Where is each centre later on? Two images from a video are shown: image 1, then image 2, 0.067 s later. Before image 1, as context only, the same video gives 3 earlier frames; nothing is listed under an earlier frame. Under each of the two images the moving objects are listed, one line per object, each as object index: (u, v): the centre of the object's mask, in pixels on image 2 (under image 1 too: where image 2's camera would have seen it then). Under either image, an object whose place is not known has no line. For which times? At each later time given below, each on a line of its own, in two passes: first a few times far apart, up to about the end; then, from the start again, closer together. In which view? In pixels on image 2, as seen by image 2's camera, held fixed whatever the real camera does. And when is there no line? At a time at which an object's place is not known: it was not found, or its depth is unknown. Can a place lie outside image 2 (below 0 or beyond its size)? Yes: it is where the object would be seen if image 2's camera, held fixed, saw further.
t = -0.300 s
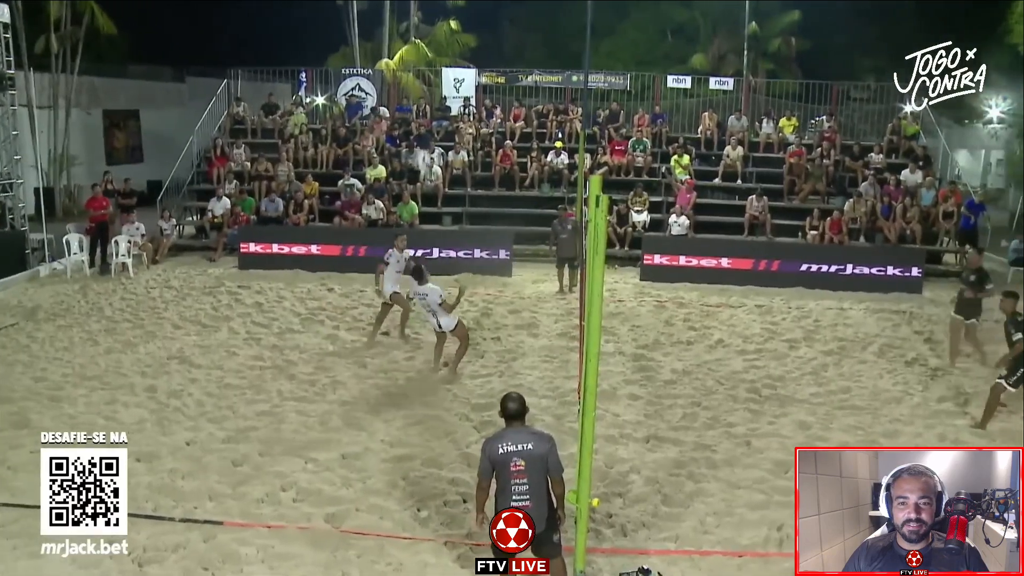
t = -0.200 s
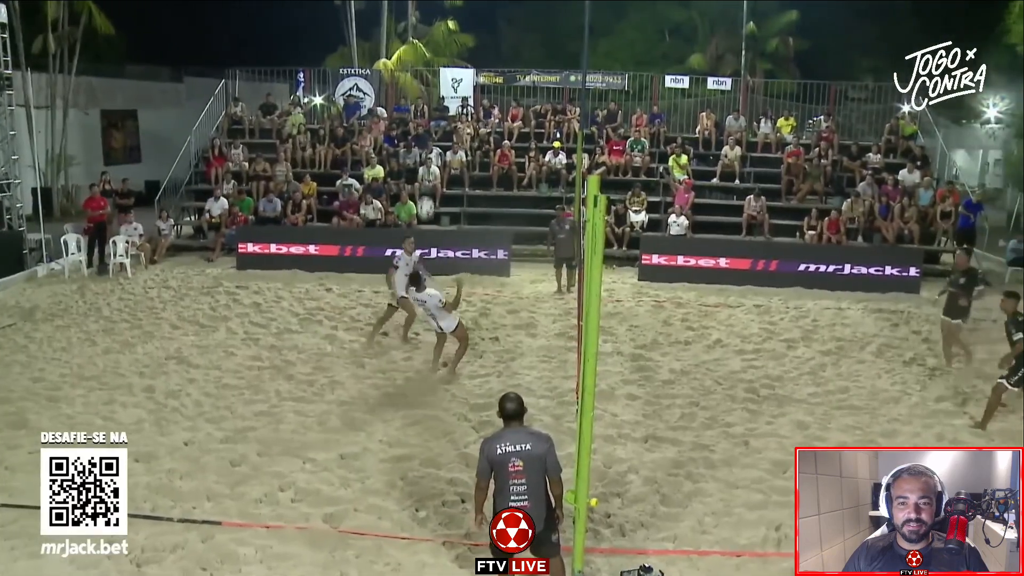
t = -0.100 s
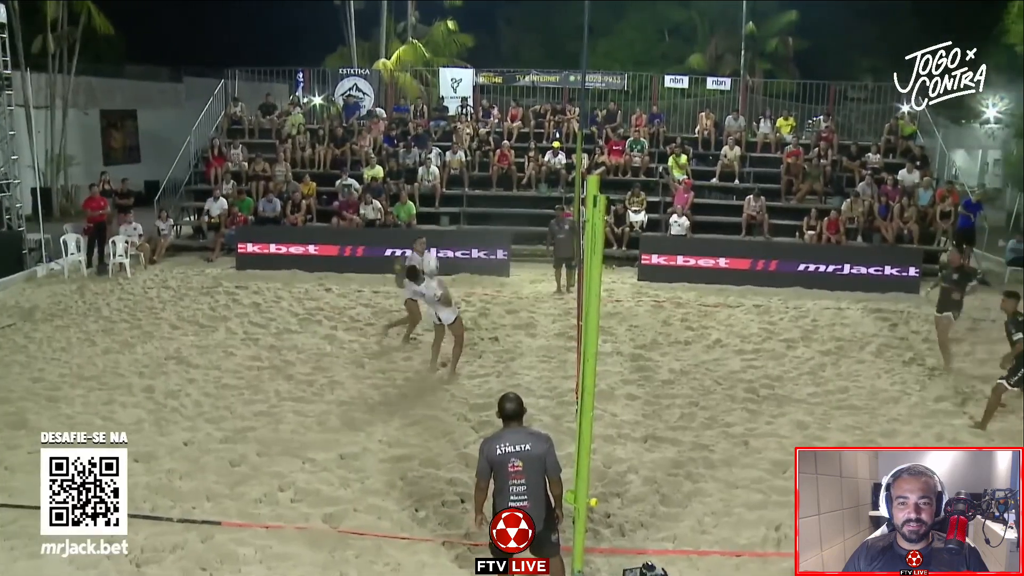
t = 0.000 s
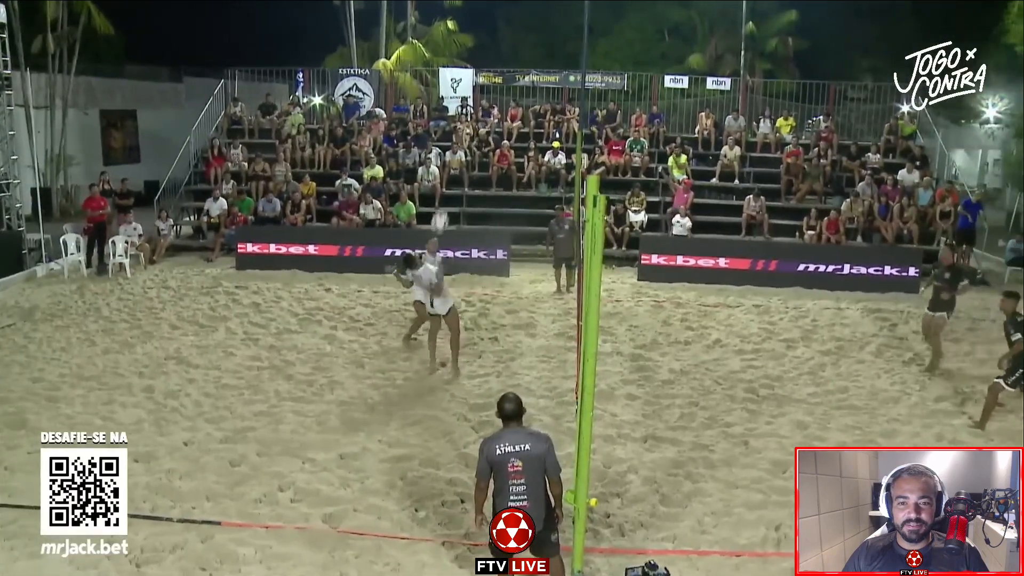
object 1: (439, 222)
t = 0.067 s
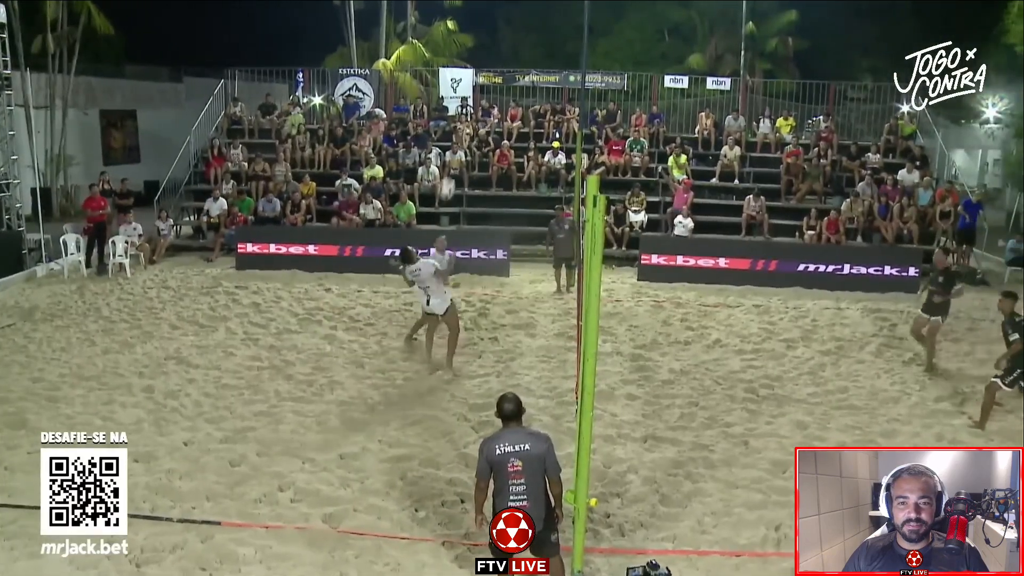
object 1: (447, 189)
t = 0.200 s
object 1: (460, 130)
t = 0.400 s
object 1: (479, 73)
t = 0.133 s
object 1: (454, 158)
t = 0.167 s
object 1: (457, 143)
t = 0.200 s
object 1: (460, 130)
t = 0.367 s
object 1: (477, 80)
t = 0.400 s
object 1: (479, 73)
